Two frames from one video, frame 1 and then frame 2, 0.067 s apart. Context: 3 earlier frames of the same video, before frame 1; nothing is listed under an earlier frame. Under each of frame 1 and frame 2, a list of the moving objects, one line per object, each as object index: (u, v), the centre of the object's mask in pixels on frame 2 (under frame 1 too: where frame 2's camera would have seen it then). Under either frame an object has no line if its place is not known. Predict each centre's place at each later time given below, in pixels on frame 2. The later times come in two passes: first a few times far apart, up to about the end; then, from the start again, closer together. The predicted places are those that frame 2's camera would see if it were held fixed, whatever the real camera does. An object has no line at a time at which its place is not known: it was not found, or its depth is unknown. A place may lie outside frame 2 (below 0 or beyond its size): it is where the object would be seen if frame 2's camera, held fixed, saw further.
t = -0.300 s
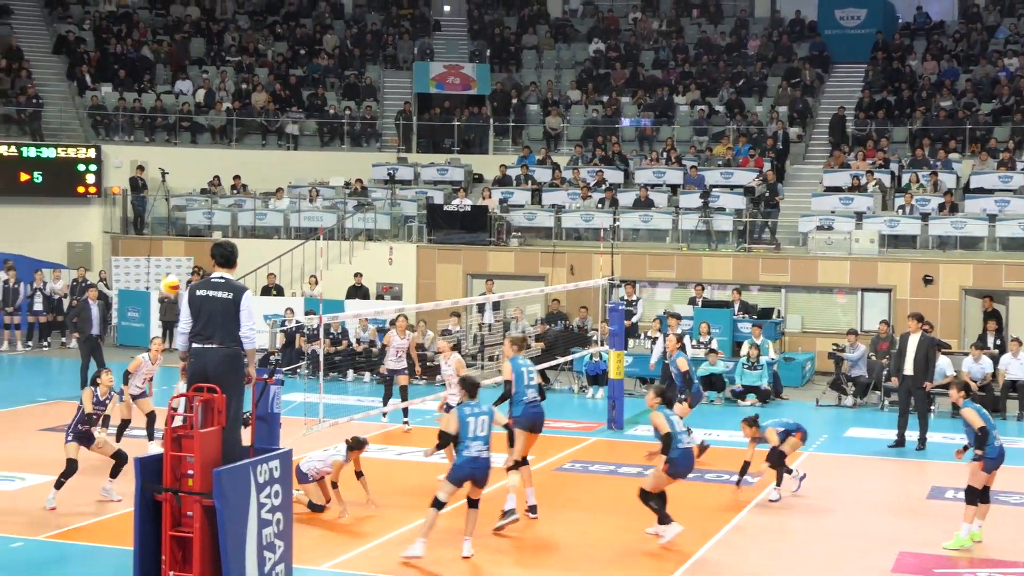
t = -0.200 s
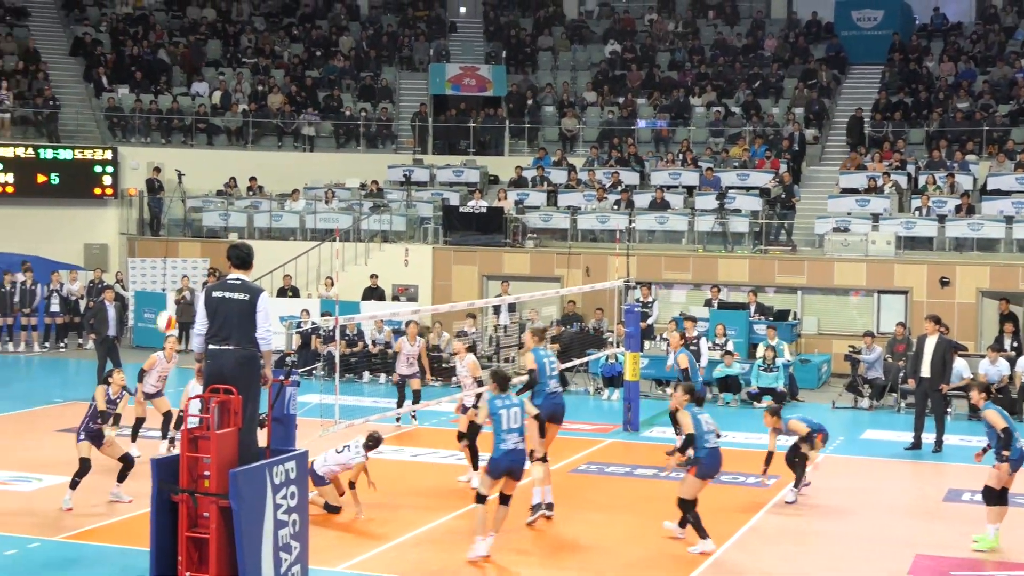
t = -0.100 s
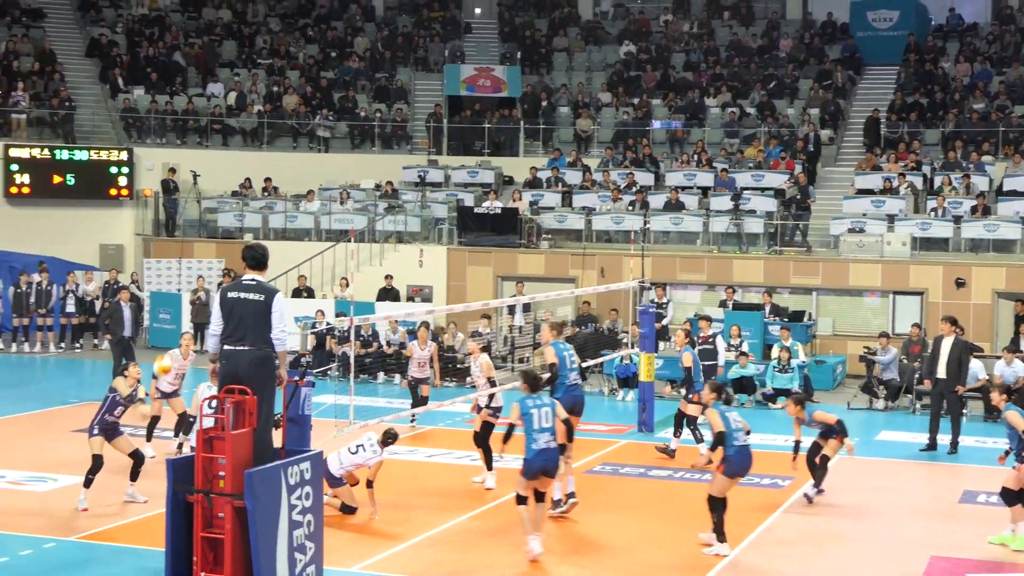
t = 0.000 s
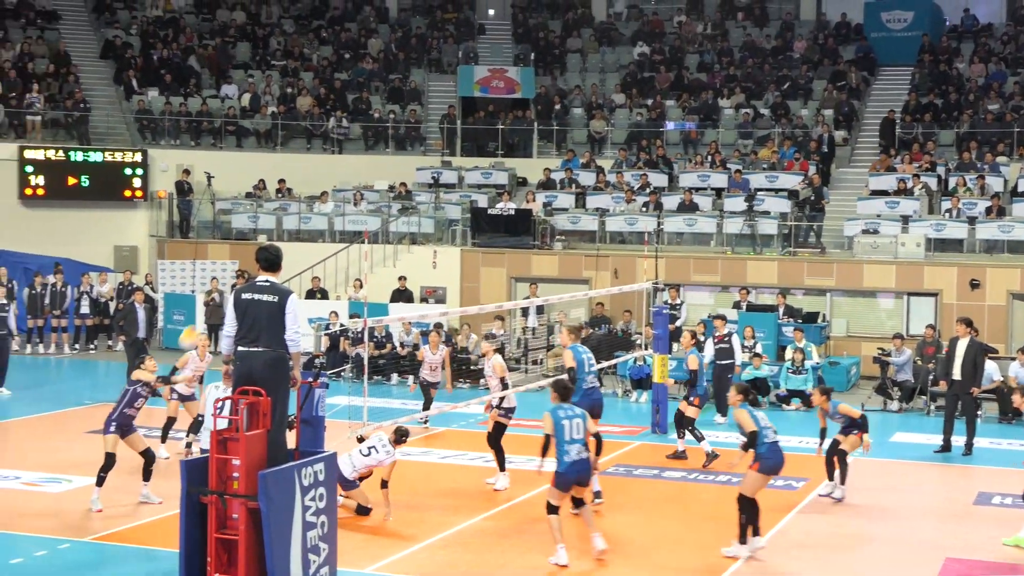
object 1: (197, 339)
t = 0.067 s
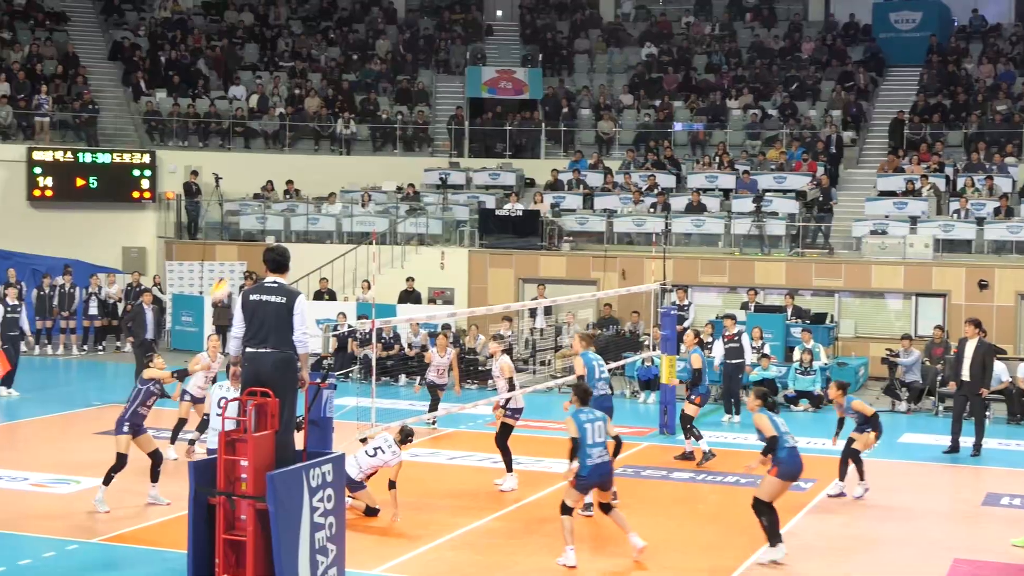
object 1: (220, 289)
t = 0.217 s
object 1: (266, 200)
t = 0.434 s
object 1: (324, 118)
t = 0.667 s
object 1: (376, 79)
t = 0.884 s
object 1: (418, 83)
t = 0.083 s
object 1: (226, 278)
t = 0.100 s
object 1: (232, 266)
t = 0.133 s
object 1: (241, 245)
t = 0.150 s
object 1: (246, 236)
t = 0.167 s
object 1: (251, 227)
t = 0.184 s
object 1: (257, 217)
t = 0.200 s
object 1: (262, 208)
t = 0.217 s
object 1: (266, 200)
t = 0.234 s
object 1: (270, 192)
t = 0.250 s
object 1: (275, 184)
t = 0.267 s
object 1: (281, 177)
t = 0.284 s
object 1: (286, 168)
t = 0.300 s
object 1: (290, 162)
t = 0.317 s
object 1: (295, 155)
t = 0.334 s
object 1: (300, 149)
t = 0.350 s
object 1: (303, 144)
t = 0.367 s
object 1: (308, 138)
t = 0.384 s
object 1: (312, 132)
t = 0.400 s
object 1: (316, 127)
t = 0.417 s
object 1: (321, 122)
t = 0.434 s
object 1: (324, 118)
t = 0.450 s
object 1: (328, 113)
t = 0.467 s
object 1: (332, 109)
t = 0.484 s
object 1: (336, 105)
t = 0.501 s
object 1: (340, 101)
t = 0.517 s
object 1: (344, 98)
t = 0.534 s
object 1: (347, 94)
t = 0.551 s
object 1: (351, 91)
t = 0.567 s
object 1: (355, 89)
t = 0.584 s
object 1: (358, 86)
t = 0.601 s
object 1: (362, 84)
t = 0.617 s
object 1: (365, 83)
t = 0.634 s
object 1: (369, 81)
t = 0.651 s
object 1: (372, 80)
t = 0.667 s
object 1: (376, 79)
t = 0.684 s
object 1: (379, 78)
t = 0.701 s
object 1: (382, 77)
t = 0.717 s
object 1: (386, 77)
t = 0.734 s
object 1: (389, 76)
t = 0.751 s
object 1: (392, 76)
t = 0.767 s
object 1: (396, 77)
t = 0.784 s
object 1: (399, 77)
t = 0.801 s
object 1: (402, 78)
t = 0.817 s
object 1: (405, 78)
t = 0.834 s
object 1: (408, 79)
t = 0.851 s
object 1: (411, 80)
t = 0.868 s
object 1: (414, 82)
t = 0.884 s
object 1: (418, 83)
